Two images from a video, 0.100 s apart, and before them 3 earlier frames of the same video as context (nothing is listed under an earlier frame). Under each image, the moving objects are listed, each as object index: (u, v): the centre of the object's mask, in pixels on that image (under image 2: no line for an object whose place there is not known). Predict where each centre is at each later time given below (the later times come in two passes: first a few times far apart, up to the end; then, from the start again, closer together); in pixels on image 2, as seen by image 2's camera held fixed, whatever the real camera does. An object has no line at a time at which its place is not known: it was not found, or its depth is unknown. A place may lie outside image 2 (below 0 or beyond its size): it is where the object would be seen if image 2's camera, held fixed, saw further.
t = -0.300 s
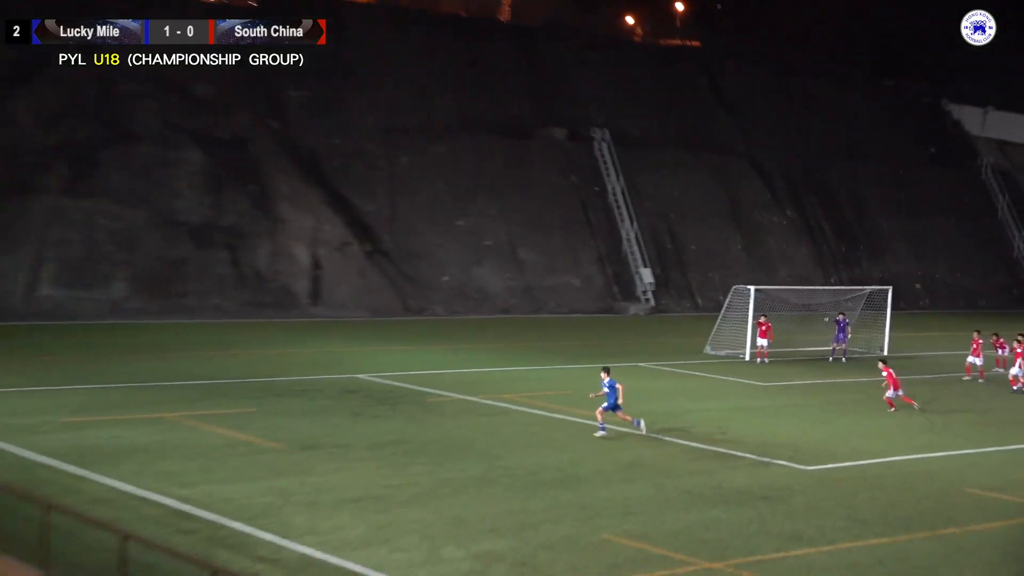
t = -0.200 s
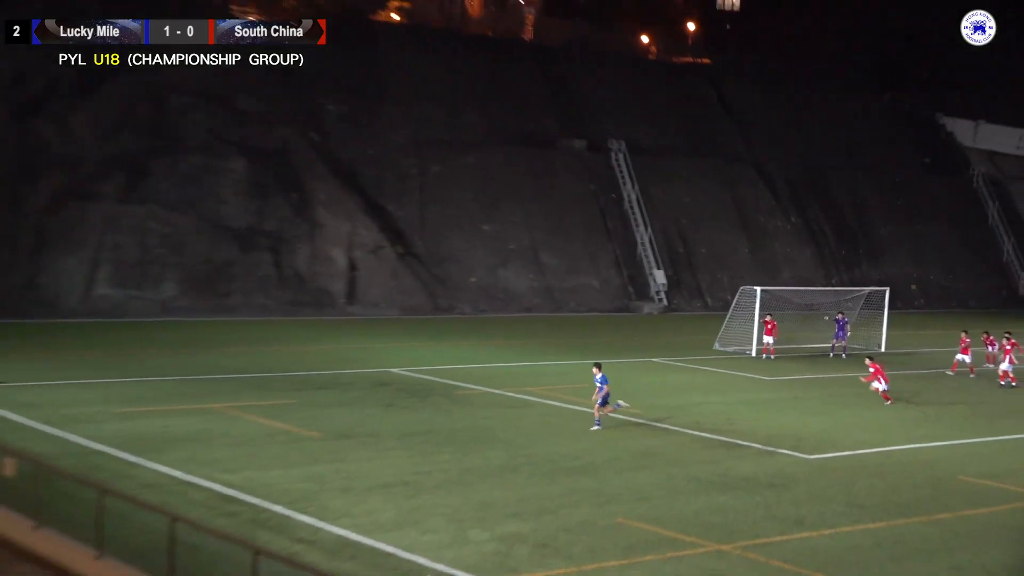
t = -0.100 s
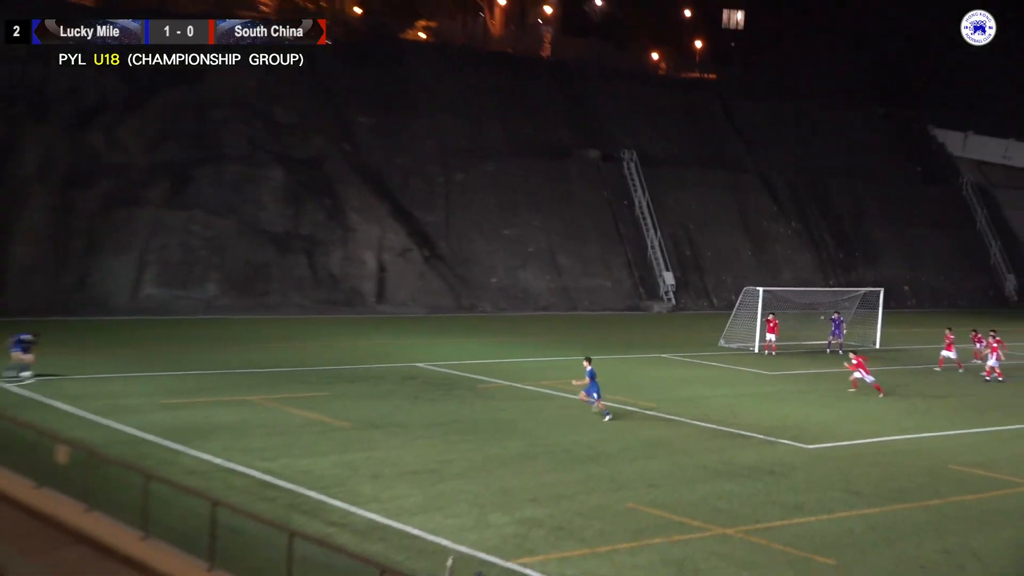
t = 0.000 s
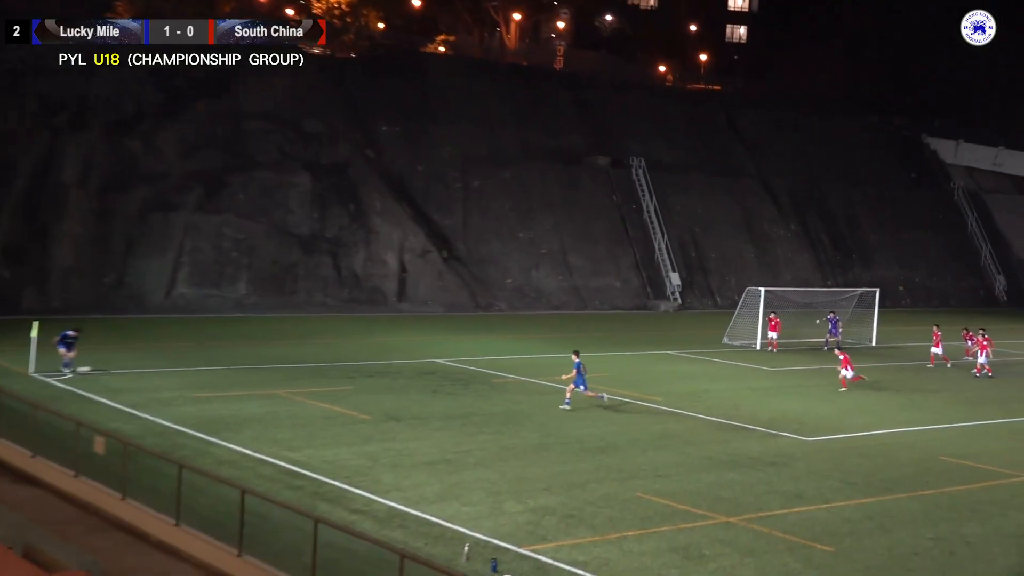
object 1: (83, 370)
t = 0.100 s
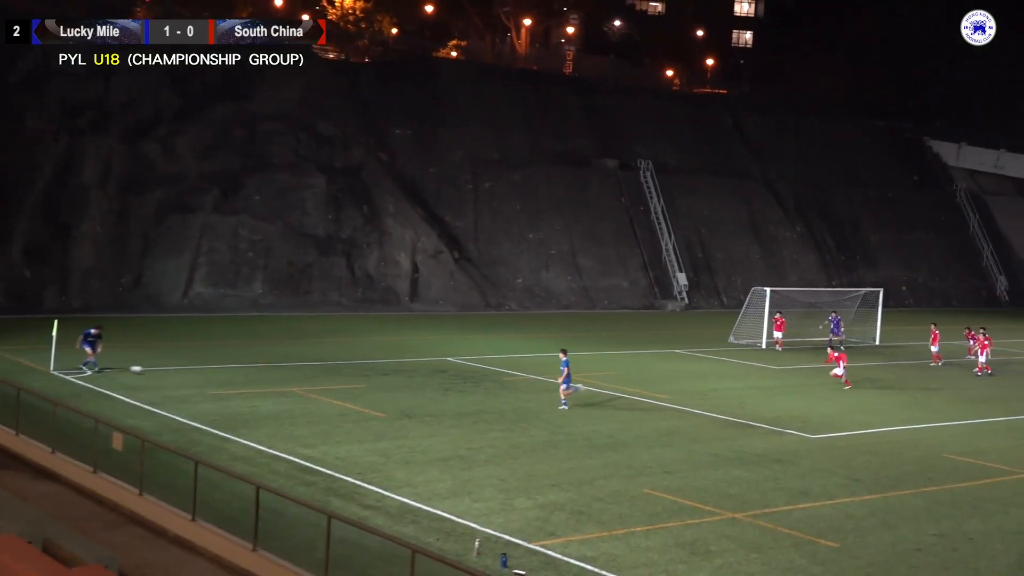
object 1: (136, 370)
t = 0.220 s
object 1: (176, 374)
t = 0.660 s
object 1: (296, 382)
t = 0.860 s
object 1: (337, 385)
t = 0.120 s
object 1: (144, 370)
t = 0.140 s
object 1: (150, 371)
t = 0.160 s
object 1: (157, 372)
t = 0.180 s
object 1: (164, 373)
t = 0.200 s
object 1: (170, 373)
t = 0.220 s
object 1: (176, 374)
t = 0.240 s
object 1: (182, 374)
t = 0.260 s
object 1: (189, 374)
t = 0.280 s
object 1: (195, 374)
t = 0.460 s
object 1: (246, 379)
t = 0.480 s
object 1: (252, 379)
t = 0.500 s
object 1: (257, 379)
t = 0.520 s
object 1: (263, 380)
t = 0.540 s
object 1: (267, 381)
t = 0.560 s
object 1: (272, 381)
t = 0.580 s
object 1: (277, 382)
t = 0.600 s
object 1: (282, 382)
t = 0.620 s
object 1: (286, 382)
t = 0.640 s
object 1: (291, 382)
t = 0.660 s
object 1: (296, 382)
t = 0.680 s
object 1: (300, 382)
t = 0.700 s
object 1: (304, 383)
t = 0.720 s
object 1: (308, 383)
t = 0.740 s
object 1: (313, 384)
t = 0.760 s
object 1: (317, 384)
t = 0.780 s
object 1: (321, 384)
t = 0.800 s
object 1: (325, 385)
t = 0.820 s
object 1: (329, 385)
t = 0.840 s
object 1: (333, 385)
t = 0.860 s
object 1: (337, 385)
